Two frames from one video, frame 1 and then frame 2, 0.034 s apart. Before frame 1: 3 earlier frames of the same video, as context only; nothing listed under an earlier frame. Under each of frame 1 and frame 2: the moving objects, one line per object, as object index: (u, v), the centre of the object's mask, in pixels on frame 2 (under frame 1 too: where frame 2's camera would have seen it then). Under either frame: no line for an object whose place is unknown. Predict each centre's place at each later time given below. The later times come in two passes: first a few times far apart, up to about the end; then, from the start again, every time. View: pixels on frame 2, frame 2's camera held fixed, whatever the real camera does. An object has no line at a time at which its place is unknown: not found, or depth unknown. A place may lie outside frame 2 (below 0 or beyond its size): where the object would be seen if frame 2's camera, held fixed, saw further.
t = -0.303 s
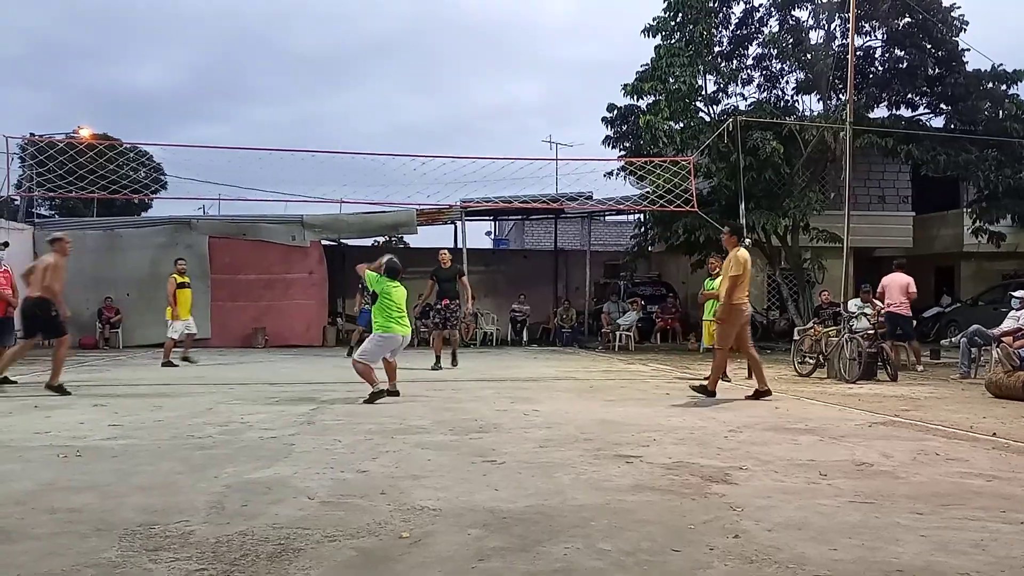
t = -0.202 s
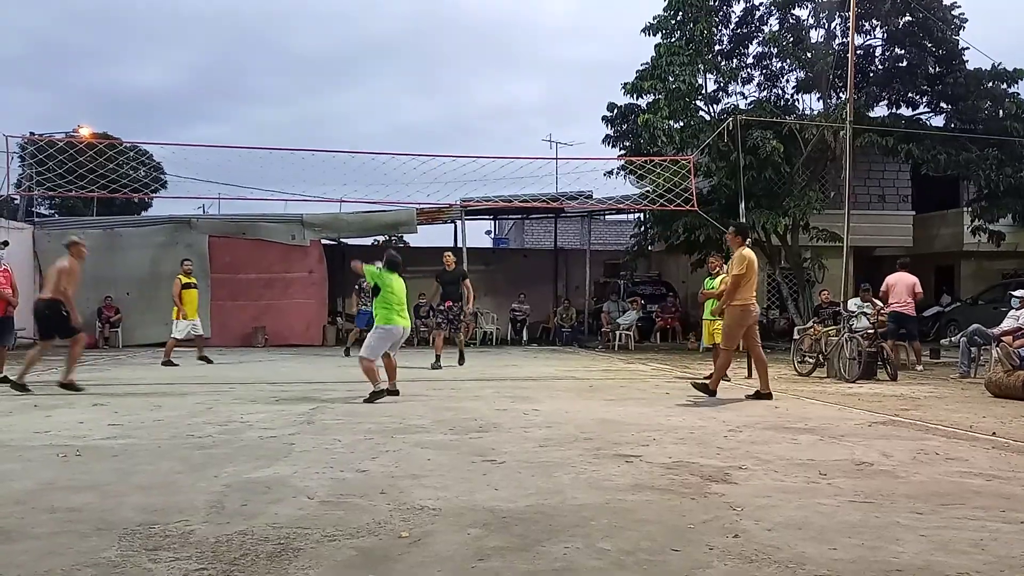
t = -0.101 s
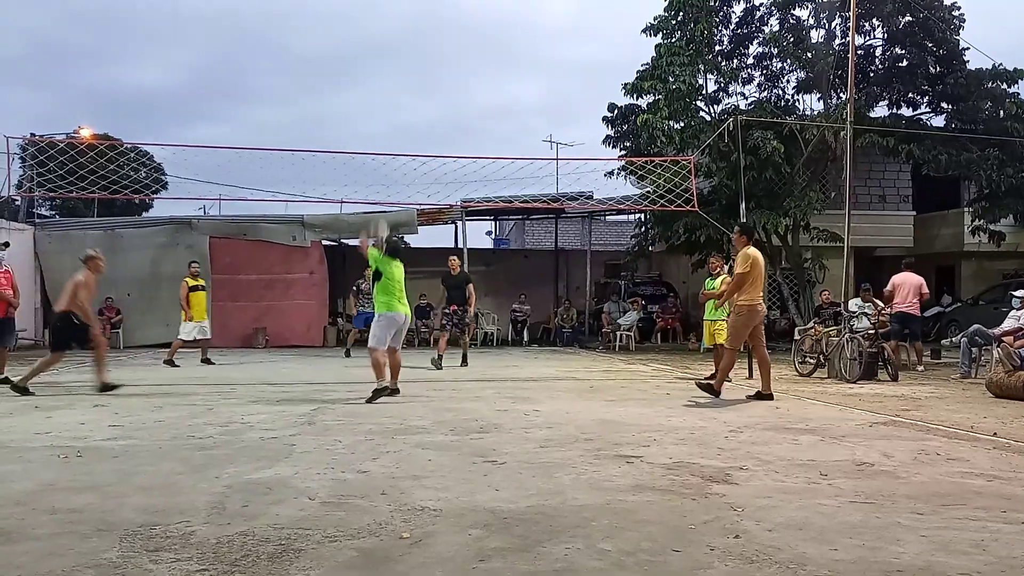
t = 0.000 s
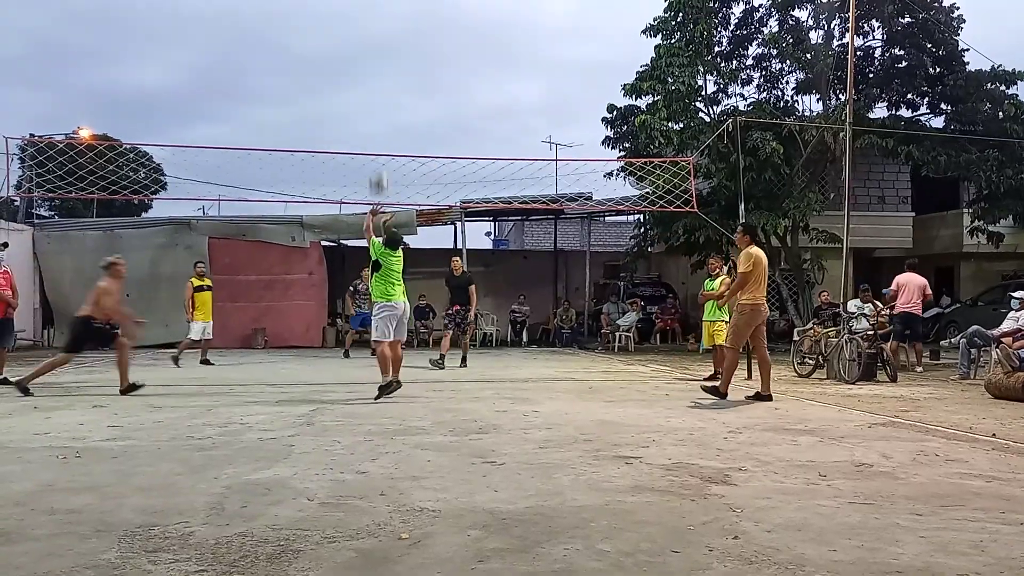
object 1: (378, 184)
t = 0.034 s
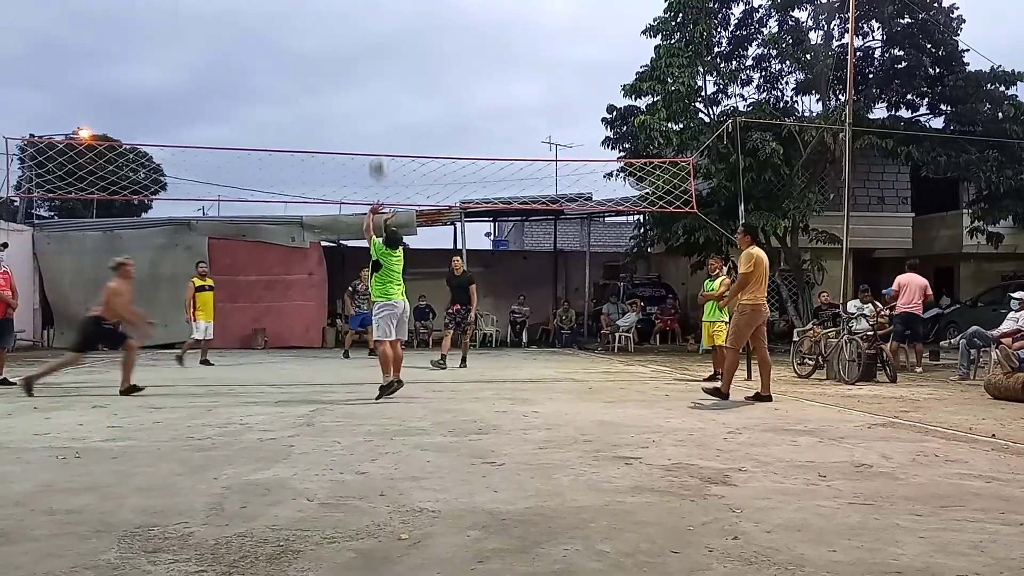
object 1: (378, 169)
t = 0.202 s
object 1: (378, 106)
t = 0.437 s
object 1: (379, 61)
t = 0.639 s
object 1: (378, 62)
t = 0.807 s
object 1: (378, 88)
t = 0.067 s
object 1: (377, 154)
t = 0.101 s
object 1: (378, 140)
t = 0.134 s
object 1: (378, 127)
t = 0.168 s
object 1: (378, 116)
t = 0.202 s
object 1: (378, 106)
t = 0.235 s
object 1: (378, 96)
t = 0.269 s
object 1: (378, 88)
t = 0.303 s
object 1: (378, 80)
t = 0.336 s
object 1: (379, 74)
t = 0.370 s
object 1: (378, 69)
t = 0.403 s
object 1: (378, 64)
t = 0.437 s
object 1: (379, 61)
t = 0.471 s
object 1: (378, 59)
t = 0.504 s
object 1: (378, 57)
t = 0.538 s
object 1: (378, 57)
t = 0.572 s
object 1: (378, 58)
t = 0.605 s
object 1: (378, 60)
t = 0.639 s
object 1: (378, 62)
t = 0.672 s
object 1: (378, 65)
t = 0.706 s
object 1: (379, 69)
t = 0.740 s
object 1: (379, 74)
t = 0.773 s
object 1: (378, 81)
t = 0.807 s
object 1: (378, 88)
